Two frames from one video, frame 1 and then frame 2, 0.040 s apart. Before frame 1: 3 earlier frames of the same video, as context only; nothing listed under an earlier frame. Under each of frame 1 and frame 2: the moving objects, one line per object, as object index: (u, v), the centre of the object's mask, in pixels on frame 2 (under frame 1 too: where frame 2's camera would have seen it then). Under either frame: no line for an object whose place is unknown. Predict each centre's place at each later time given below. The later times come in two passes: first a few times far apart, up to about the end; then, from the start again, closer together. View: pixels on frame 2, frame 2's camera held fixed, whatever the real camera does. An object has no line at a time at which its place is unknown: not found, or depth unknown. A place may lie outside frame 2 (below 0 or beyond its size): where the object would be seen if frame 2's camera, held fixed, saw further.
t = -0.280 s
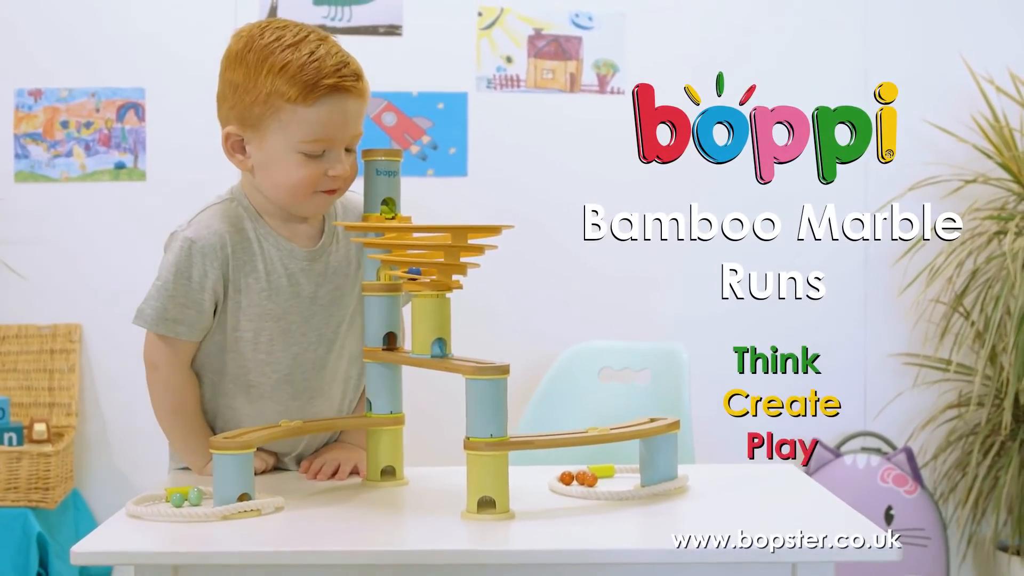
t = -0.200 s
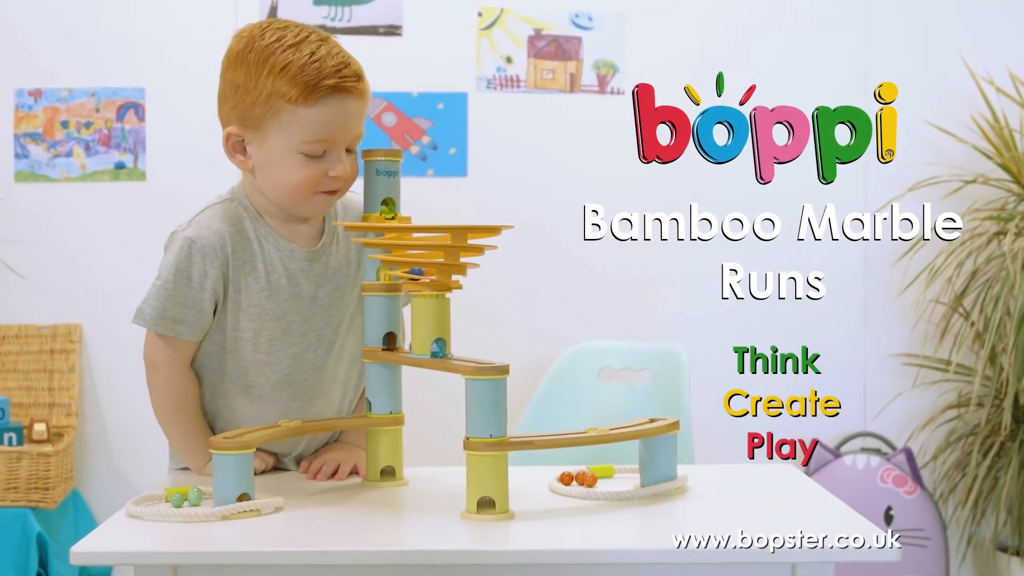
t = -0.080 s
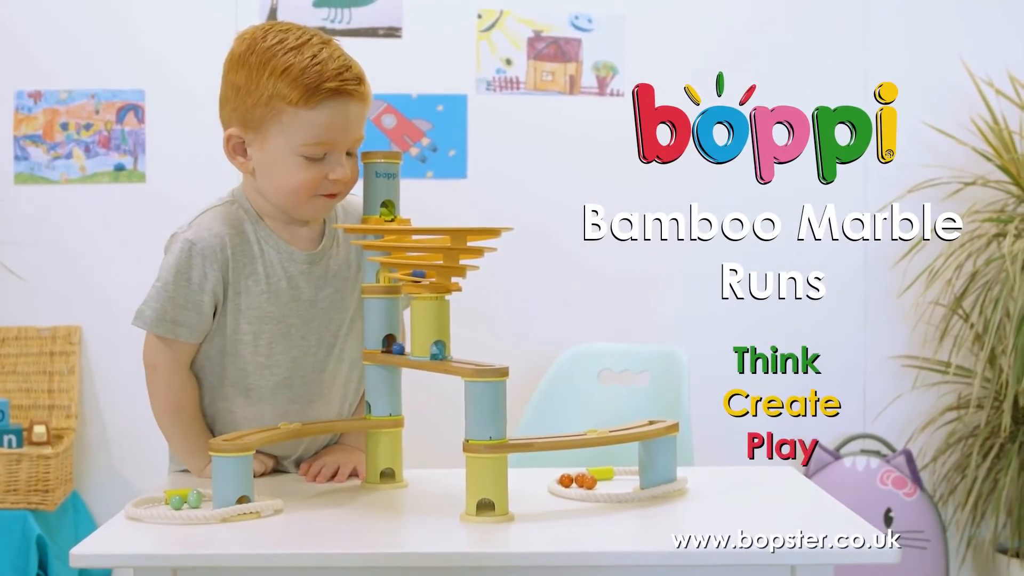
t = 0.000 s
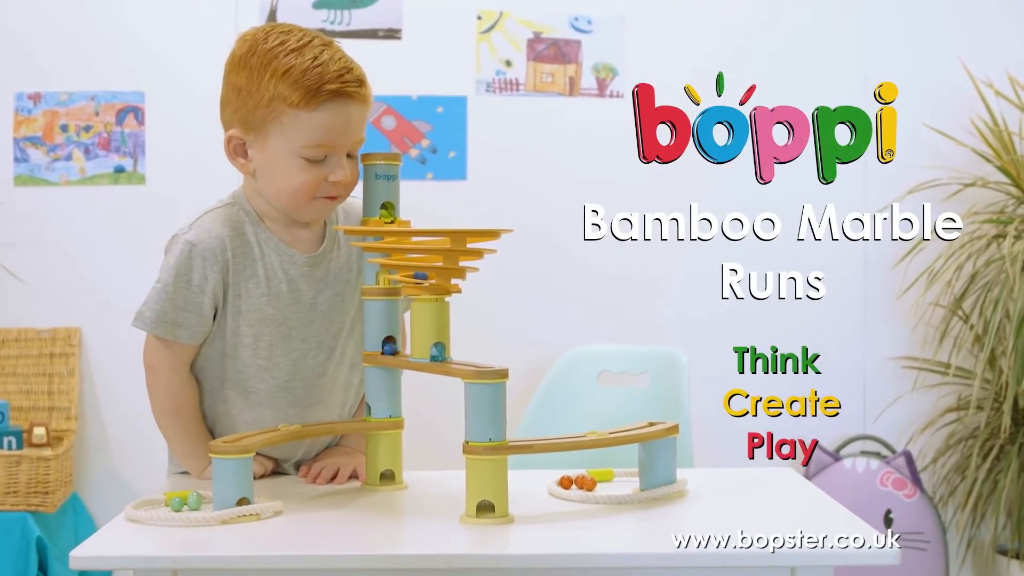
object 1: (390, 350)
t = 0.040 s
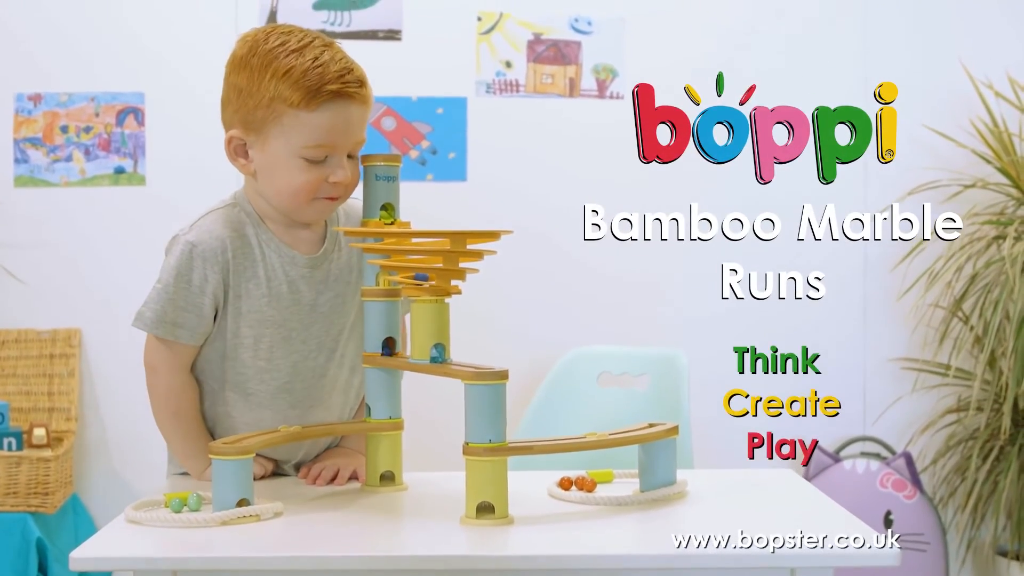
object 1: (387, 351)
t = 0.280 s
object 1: (368, 411)
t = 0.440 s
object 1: (334, 418)
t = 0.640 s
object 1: (296, 419)
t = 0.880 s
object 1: (270, 425)
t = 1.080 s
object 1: (252, 429)
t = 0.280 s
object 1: (368, 411)
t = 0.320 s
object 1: (362, 415)
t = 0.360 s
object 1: (352, 416)
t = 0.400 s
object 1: (343, 417)
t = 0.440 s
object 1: (334, 418)
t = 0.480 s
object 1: (326, 418)
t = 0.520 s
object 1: (318, 419)
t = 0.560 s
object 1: (311, 419)
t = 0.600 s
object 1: (304, 420)
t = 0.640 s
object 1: (296, 419)
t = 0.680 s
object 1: (292, 420)
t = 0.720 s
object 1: (288, 422)
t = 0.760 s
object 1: (283, 424)
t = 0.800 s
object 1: (278, 424)
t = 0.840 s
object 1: (274, 425)
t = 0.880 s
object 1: (270, 425)
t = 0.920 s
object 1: (266, 426)
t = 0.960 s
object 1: (262, 427)
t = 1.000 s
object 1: (259, 427)
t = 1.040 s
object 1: (255, 428)
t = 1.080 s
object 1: (252, 429)
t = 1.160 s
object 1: (247, 430)
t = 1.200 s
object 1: (244, 431)
